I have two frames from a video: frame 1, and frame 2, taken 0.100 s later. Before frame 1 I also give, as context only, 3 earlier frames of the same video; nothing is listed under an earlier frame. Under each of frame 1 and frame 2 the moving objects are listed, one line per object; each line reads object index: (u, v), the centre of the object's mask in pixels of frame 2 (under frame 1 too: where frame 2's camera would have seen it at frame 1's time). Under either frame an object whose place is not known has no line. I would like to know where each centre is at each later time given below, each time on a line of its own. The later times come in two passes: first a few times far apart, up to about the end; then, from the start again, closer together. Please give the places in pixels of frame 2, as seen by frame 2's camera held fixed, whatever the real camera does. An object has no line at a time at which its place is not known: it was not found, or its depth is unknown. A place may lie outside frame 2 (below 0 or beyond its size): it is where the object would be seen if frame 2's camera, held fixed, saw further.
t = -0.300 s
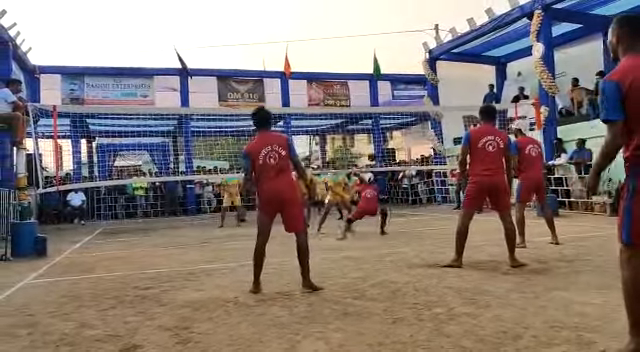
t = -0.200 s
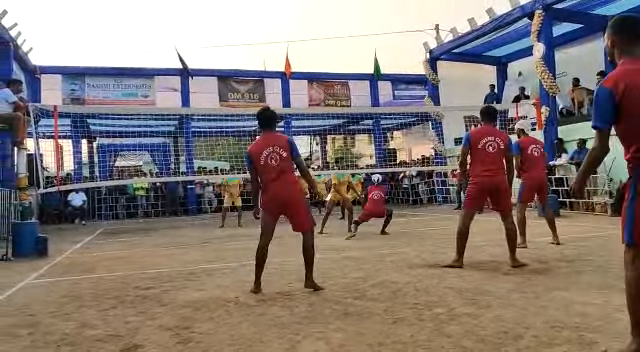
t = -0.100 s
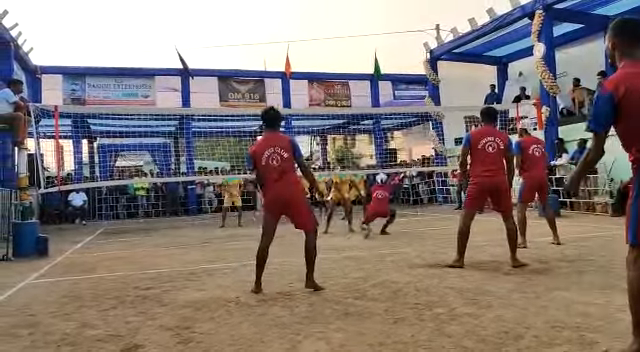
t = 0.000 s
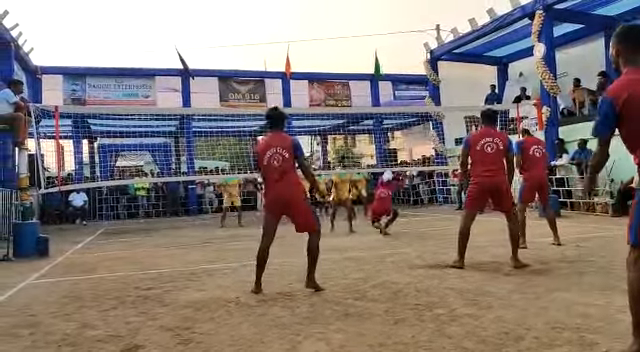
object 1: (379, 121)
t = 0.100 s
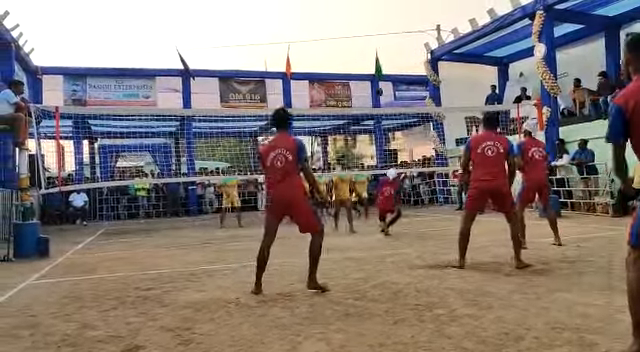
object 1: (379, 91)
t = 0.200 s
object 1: (374, 69)
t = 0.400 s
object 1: (371, 35)
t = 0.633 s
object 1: (367, 22)
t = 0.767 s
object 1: (364, 27)
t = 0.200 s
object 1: (374, 69)
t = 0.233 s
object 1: (374, 61)
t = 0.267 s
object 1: (374, 55)
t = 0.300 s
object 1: (373, 49)
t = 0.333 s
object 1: (372, 44)
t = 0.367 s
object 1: (371, 39)
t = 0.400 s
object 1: (371, 35)
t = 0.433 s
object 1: (370, 32)
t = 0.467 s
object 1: (370, 29)
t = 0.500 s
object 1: (369, 26)
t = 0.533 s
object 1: (369, 24)
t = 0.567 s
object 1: (367, 23)
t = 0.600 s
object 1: (367, 22)
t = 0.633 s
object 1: (367, 22)
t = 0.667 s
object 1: (366, 23)
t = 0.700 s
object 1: (365, 24)
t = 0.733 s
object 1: (365, 25)
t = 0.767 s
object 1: (364, 27)
